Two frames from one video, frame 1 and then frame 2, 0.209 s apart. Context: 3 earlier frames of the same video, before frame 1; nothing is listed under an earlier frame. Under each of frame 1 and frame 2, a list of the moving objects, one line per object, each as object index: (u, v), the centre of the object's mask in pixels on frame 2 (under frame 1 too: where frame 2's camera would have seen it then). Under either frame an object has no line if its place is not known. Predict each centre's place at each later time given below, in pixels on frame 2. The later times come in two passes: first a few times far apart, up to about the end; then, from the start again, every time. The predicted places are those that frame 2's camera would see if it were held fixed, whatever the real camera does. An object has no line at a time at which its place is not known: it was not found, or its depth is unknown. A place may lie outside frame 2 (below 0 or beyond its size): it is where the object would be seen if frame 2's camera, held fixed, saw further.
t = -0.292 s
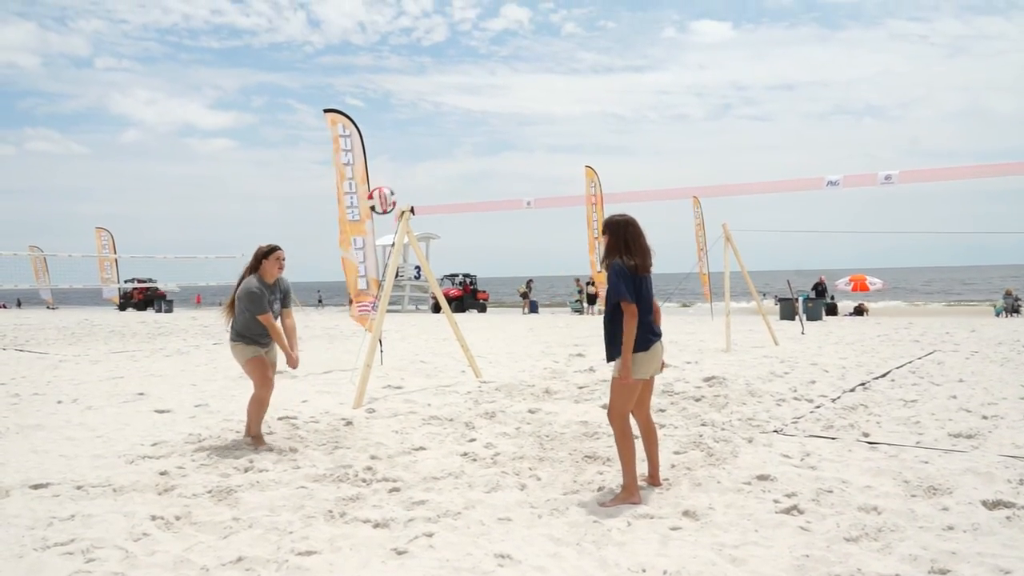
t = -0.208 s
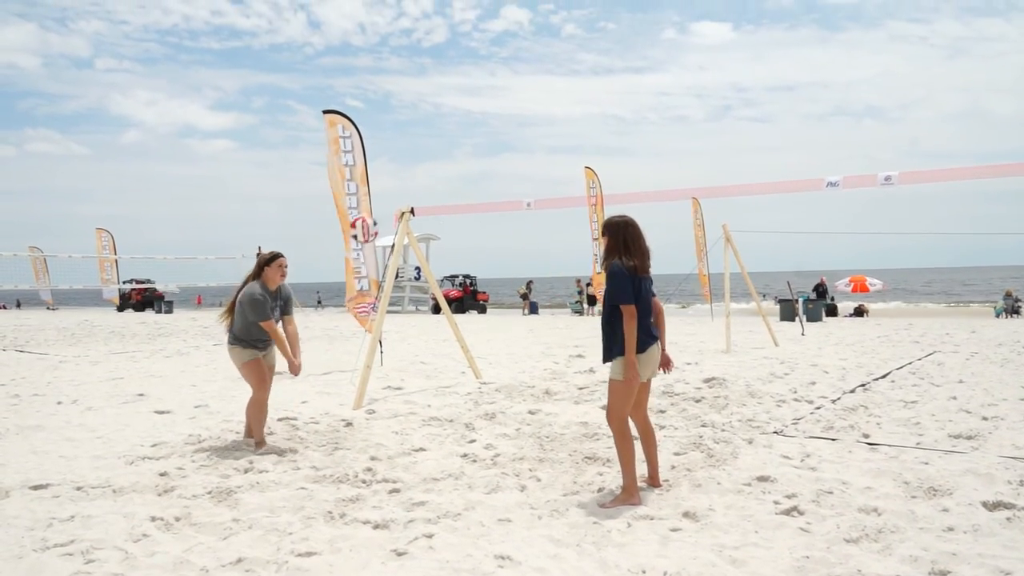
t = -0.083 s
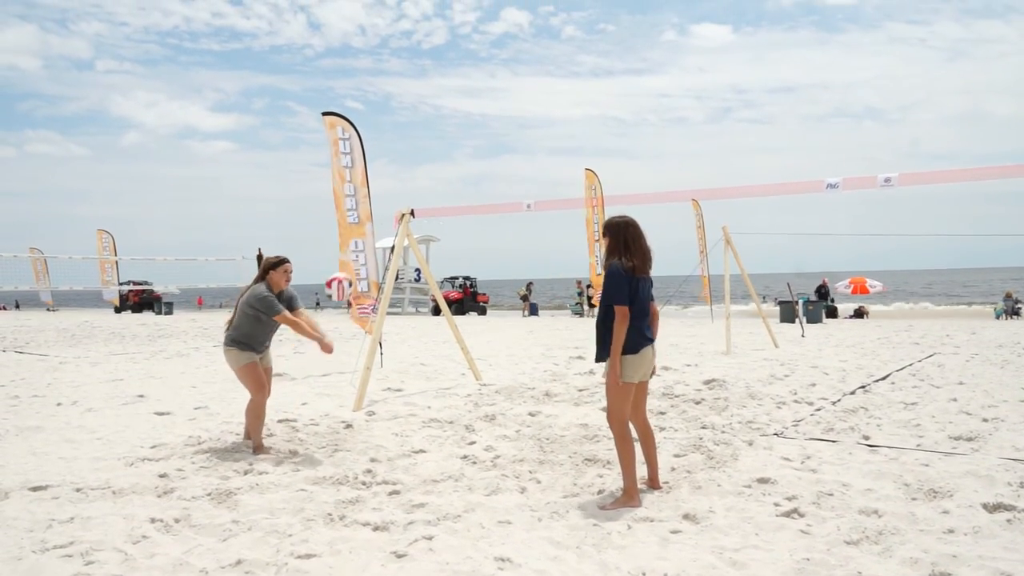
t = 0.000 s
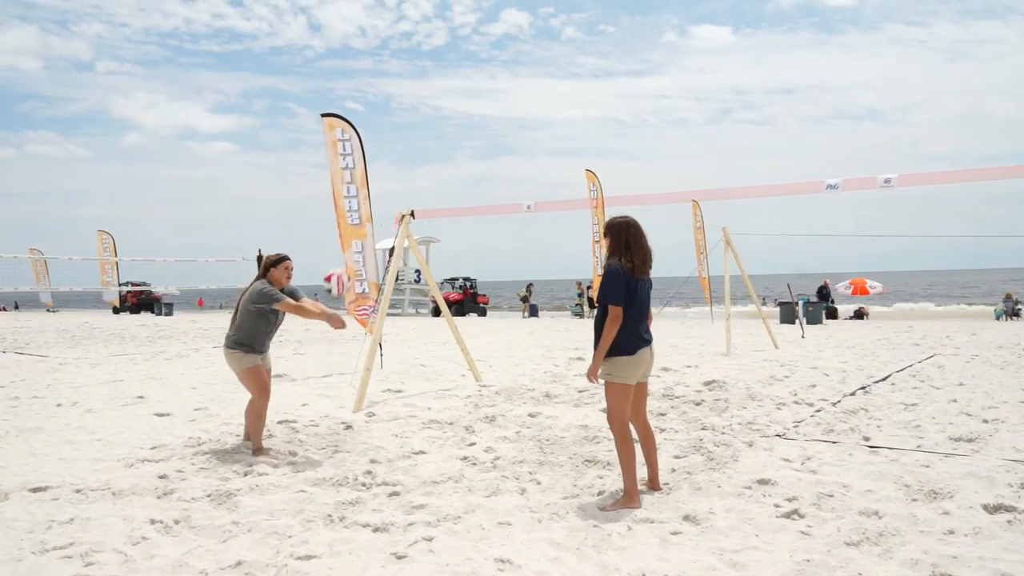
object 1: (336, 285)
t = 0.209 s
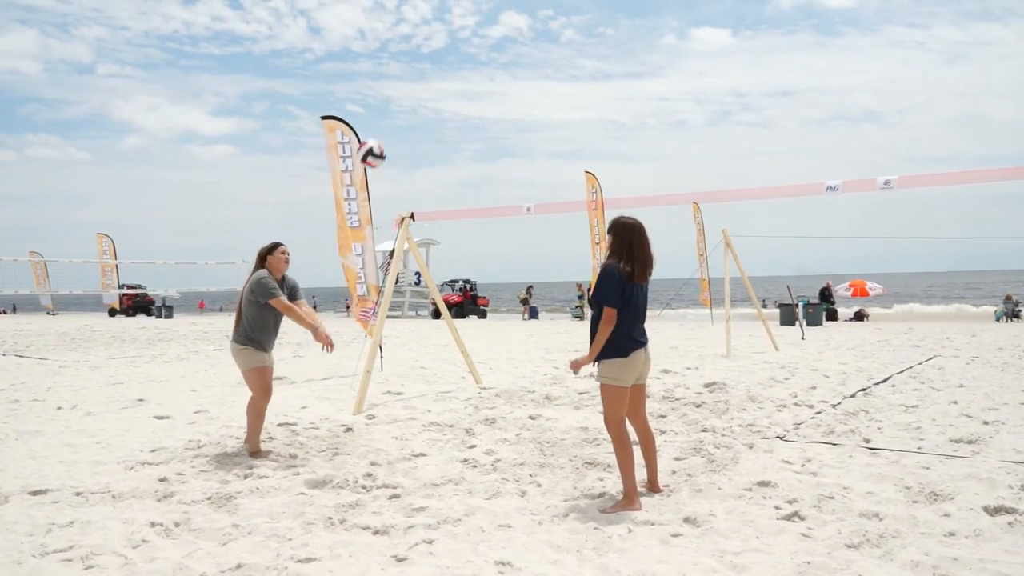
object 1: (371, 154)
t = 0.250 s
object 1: (378, 133)
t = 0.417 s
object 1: (408, 71)
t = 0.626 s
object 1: (447, 47)
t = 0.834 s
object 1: (489, 86)
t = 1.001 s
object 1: (524, 171)
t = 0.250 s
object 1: (378, 133)
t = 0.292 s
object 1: (386, 114)
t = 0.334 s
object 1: (393, 97)
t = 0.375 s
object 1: (400, 83)
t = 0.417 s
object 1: (408, 71)
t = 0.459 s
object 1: (415, 62)
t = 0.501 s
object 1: (423, 54)
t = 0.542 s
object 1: (432, 50)
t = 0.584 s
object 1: (439, 47)
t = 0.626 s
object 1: (447, 47)
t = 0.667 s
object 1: (455, 49)
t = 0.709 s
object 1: (463, 55)
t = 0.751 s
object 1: (471, 62)
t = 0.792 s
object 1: (480, 72)
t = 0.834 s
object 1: (489, 86)
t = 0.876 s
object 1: (497, 103)
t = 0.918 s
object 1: (506, 122)
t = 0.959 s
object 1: (516, 145)
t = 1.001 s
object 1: (524, 171)
